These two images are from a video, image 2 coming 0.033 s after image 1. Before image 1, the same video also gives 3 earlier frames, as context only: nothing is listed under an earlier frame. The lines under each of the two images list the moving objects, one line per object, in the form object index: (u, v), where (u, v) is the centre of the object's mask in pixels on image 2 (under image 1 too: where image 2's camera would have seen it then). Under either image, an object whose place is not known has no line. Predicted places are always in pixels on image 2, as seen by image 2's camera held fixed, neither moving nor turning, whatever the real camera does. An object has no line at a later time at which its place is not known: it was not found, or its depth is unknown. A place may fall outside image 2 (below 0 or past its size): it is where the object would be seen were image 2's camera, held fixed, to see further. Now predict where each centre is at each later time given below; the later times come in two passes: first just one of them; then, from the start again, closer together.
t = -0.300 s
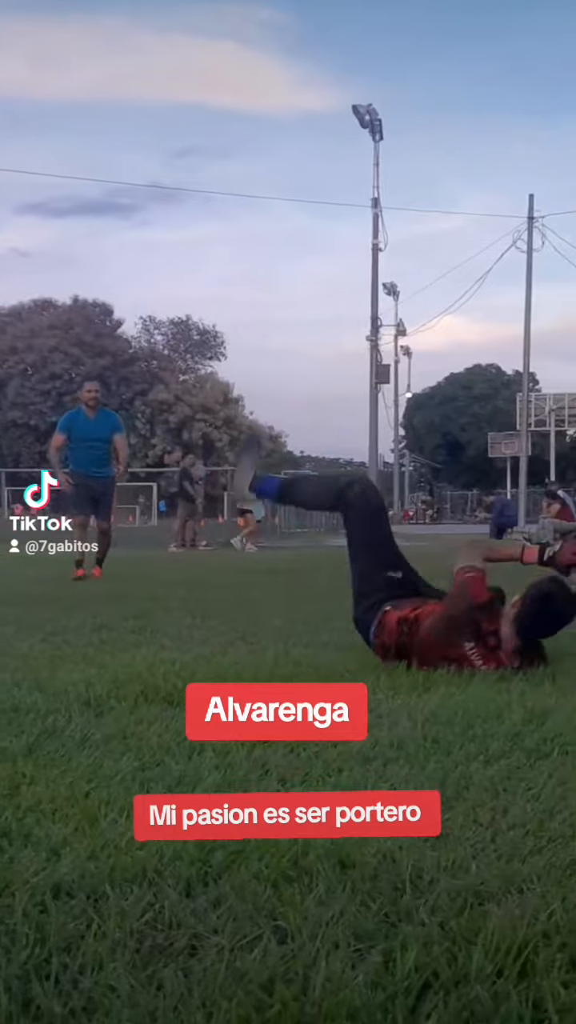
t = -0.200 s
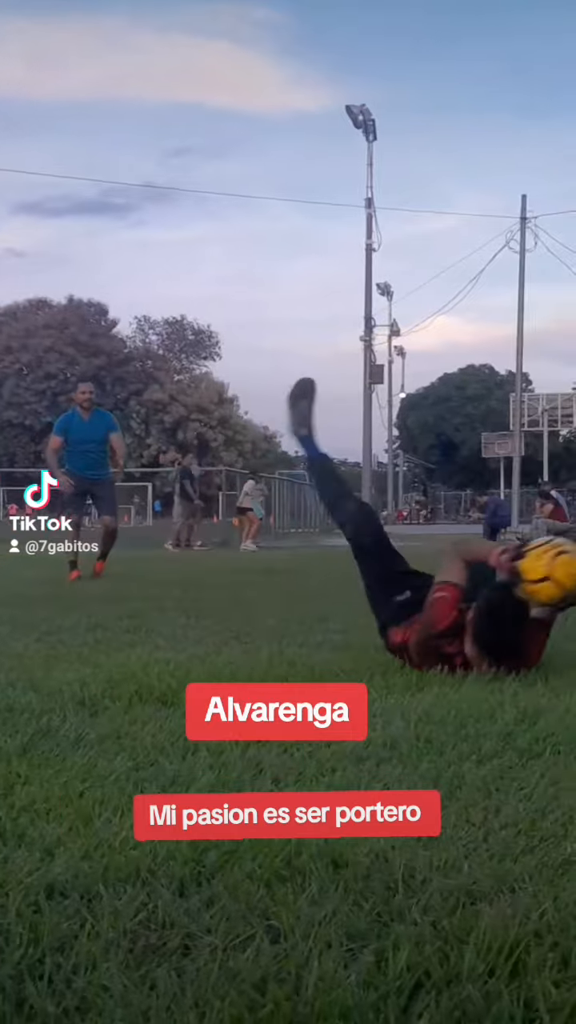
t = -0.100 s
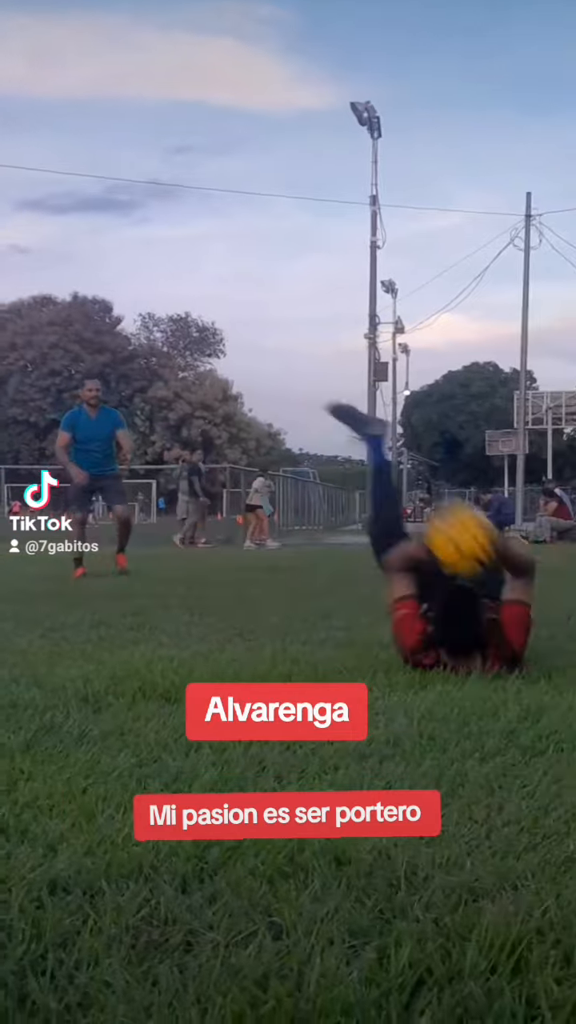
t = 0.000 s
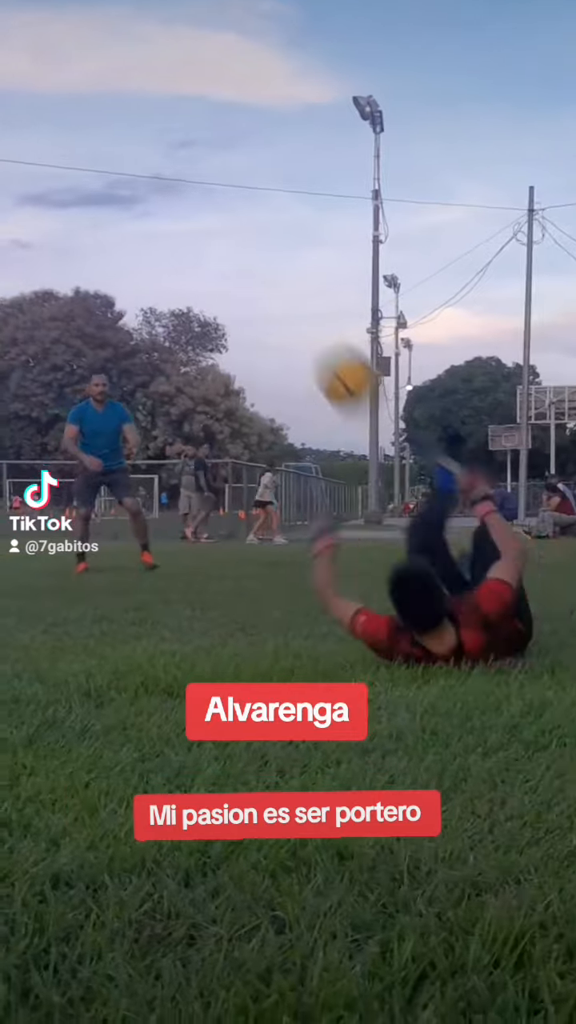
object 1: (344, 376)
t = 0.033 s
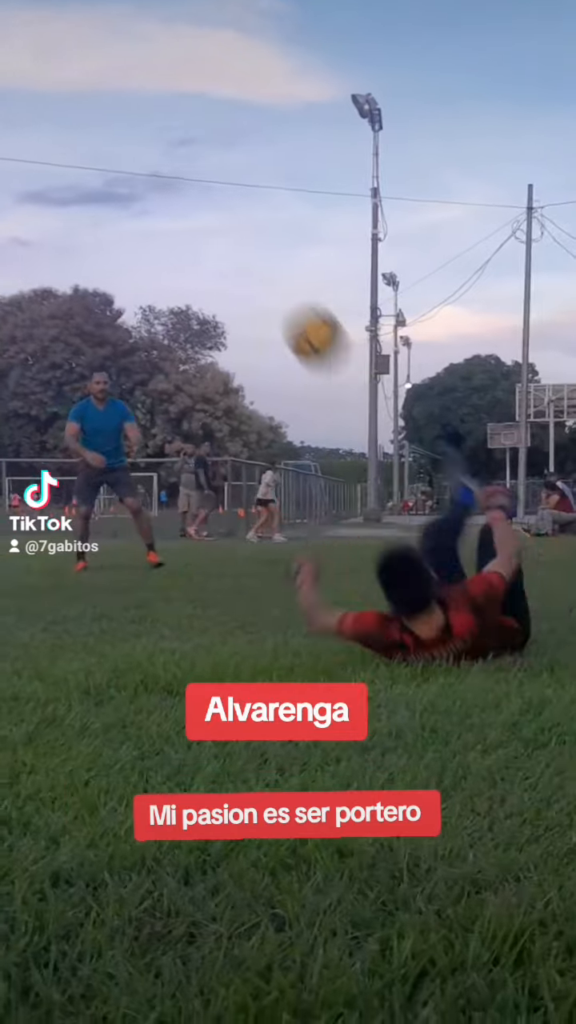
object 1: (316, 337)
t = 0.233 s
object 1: (172, 201)
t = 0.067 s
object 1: (286, 301)
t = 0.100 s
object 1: (260, 270)
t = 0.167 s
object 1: (212, 227)
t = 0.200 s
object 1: (191, 211)
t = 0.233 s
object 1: (172, 201)
